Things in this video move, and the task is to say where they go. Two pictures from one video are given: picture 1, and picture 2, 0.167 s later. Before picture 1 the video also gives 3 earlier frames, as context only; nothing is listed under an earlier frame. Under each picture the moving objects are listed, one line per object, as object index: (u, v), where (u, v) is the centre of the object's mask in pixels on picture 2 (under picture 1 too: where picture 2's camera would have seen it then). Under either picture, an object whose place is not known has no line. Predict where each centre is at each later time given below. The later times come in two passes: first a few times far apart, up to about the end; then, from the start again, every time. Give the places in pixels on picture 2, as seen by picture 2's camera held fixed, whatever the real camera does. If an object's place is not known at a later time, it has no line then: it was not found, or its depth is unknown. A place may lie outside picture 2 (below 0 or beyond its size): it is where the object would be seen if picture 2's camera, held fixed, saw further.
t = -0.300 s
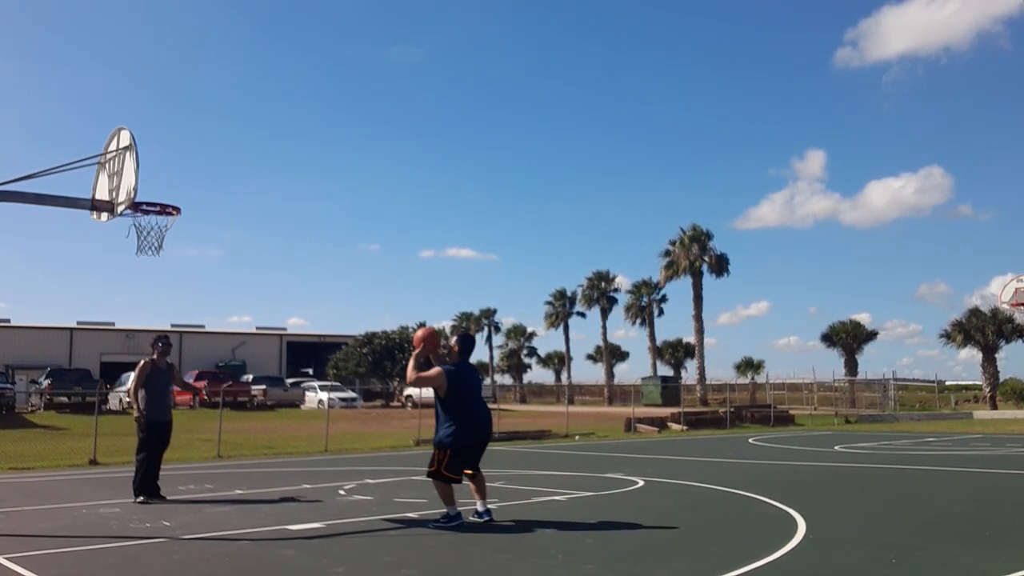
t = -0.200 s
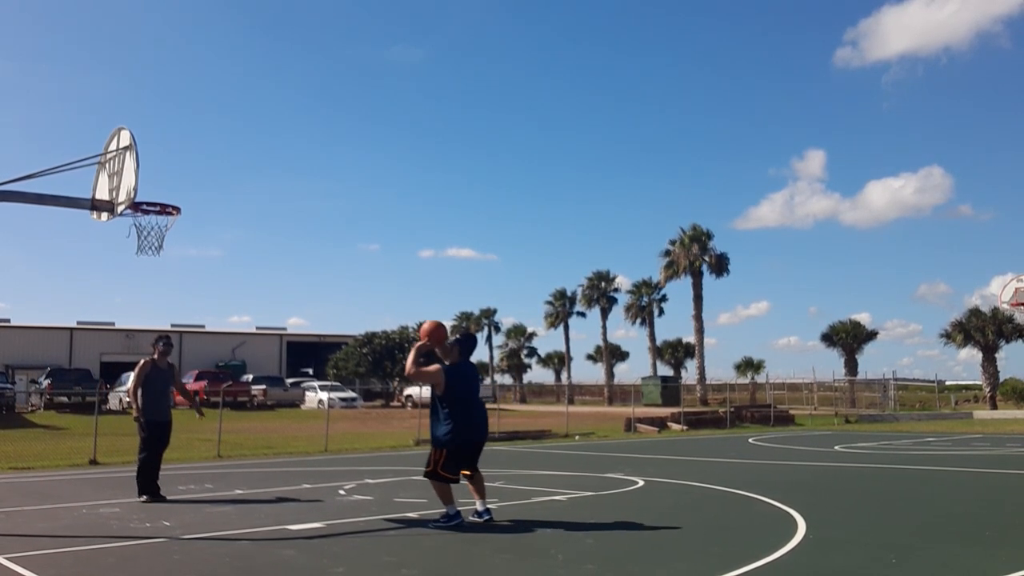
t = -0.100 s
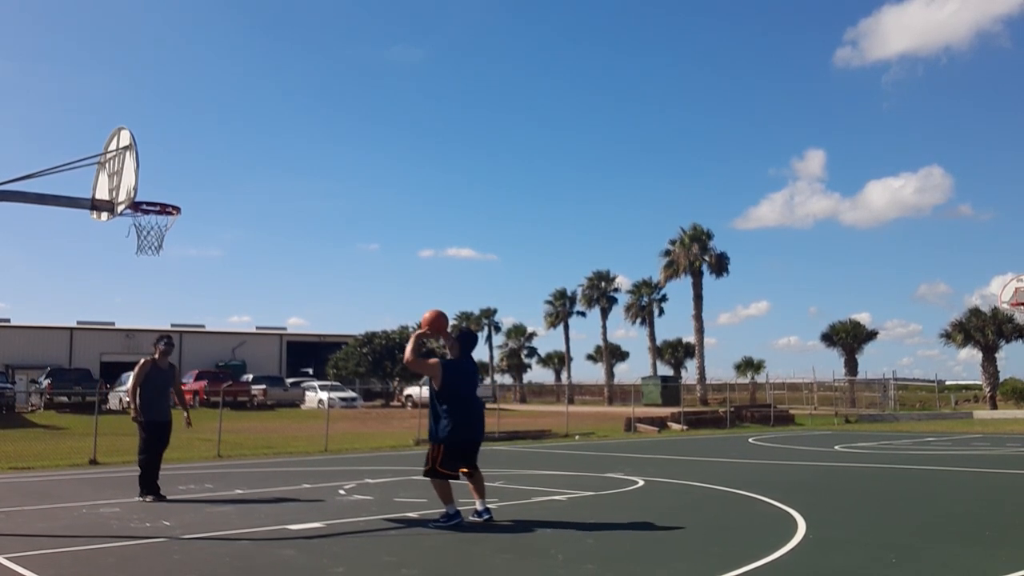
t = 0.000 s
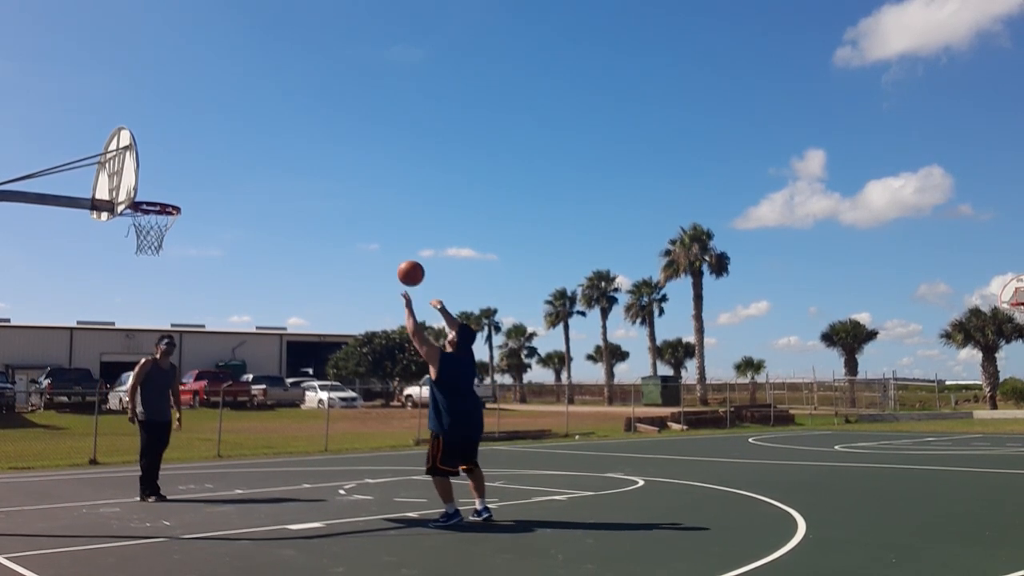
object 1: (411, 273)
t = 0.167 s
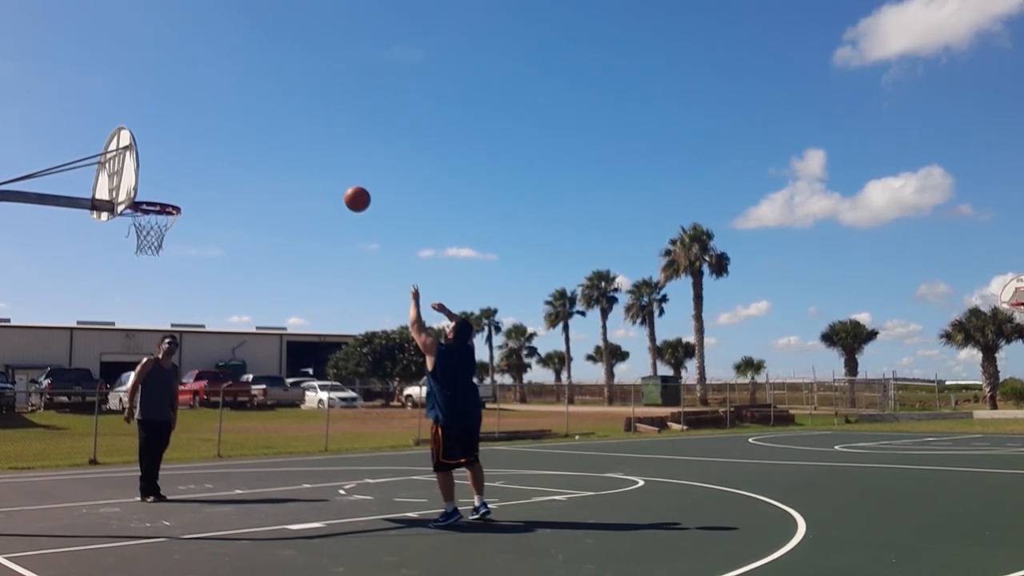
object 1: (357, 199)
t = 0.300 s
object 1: (315, 162)
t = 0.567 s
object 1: (233, 142)
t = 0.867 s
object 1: (144, 203)
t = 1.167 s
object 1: (161, 241)
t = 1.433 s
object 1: (131, 316)
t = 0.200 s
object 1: (346, 188)
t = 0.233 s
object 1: (336, 178)
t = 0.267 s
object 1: (325, 169)
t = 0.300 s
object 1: (315, 162)
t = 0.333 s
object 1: (304, 155)
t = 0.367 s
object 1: (294, 150)
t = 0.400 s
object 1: (284, 146)
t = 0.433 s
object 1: (274, 143)
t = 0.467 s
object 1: (263, 141)
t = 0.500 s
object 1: (253, 141)
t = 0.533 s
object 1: (243, 141)
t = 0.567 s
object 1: (233, 142)
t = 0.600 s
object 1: (223, 145)
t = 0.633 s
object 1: (213, 148)
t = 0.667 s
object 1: (203, 153)
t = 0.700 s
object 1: (193, 159)
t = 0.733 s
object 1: (183, 165)
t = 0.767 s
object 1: (173, 173)
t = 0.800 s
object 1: (163, 182)
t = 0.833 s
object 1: (153, 192)
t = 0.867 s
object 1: (144, 203)
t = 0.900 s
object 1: (149, 209)
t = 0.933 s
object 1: (162, 218)
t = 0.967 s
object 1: (171, 223)
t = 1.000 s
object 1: (172, 225)
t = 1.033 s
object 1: (170, 227)
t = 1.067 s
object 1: (168, 229)
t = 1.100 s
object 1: (167, 232)
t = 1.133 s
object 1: (164, 236)
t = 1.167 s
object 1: (161, 241)
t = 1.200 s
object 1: (158, 247)
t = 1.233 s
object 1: (154, 253)
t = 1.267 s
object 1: (151, 261)
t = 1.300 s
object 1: (147, 269)
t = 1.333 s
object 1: (143, 279)
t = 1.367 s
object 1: (139, 290)
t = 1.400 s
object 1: (135, 302)
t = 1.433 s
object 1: (131, 316)
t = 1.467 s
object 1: (126, 331)
